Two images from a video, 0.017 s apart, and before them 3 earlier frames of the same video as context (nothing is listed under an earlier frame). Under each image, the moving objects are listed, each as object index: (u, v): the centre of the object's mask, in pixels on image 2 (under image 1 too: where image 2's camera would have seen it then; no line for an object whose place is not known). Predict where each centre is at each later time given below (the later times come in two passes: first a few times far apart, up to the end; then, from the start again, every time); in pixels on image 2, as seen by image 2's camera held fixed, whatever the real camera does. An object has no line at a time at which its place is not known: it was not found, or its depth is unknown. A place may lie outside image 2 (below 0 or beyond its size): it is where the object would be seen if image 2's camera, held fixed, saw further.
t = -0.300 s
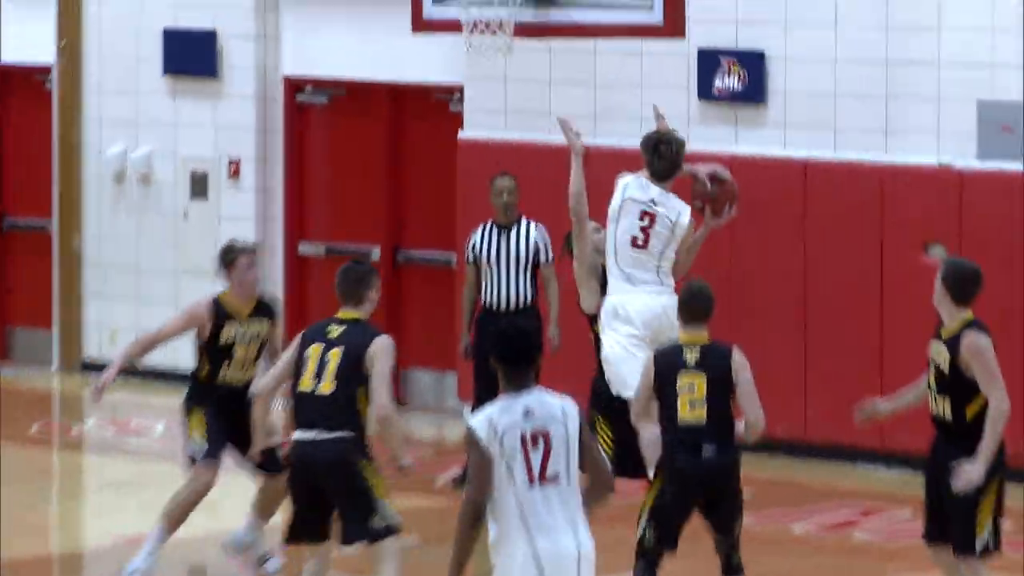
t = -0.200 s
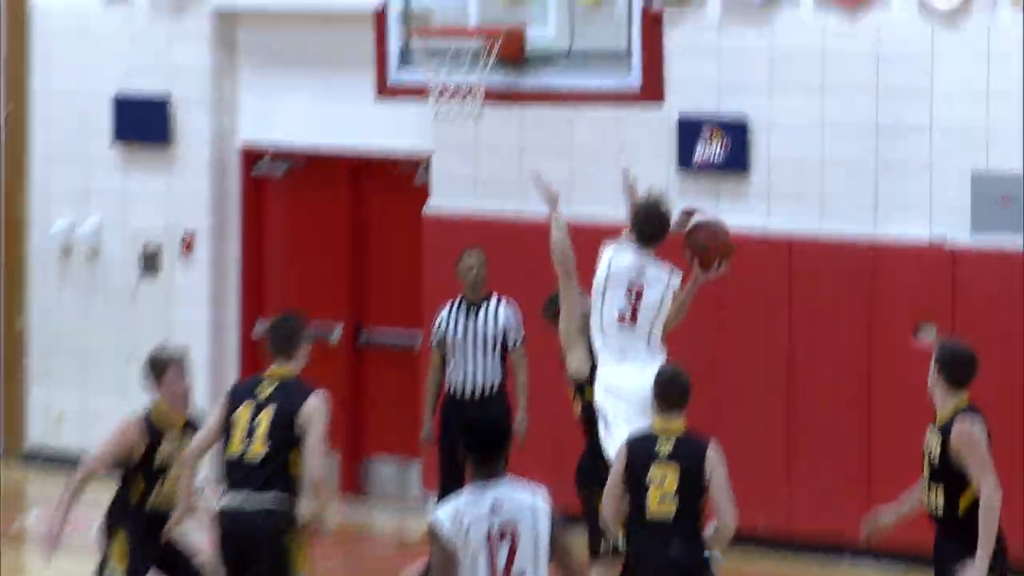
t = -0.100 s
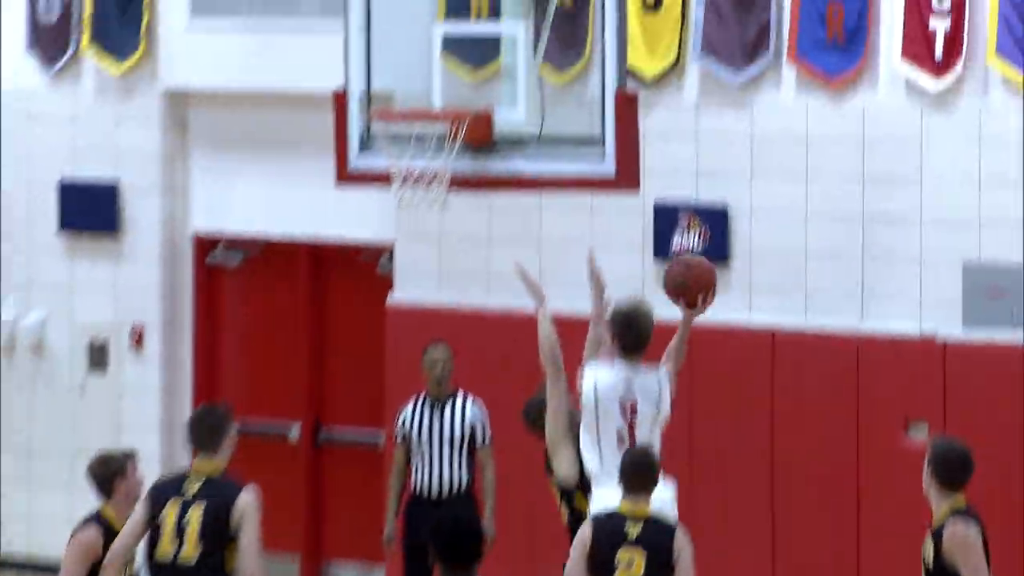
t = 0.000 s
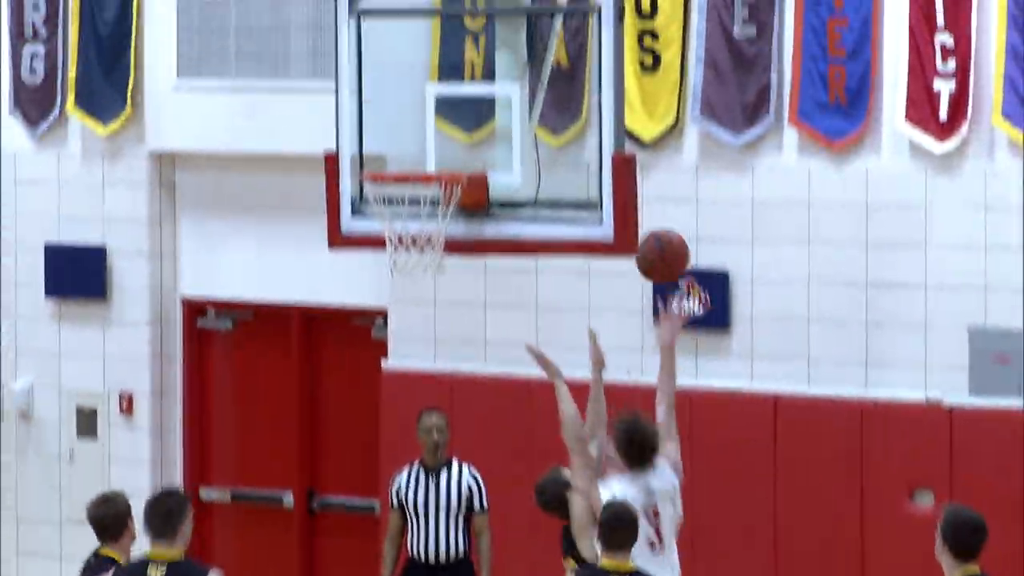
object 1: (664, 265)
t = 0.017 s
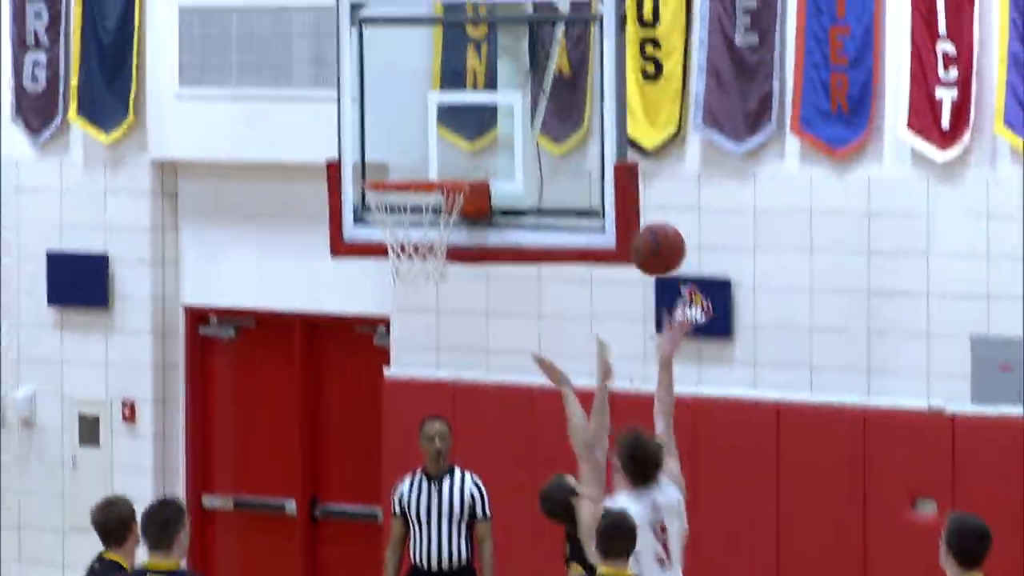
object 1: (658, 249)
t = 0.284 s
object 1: (558, 101)
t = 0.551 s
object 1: (418, 141)
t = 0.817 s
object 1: (460, 215)
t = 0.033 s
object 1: (652, 234)
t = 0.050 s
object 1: (644, 220)
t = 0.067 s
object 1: (639, 208)
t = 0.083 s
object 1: (632, 194)
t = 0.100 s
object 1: (626, 183)
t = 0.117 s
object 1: (619, 173)
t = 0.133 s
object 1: (611, 163)
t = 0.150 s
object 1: (605, 153)
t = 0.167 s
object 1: (599, 145)
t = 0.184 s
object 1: (593, 136)
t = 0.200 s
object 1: (586, 127)
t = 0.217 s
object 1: (580, 121)
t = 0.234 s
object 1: (575, 115)
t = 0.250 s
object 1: (569, 110)
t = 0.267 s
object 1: (563, 105)
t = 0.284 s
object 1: (558, 101)
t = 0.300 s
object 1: (552, 97)
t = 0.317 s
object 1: (544, 96)
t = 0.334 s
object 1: (535, 95)
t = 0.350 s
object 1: (526, 94)
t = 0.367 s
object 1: (517, 95)
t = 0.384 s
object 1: (507, 97)
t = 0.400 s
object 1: (499, 99)
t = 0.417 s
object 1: (490, 102)
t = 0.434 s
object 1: (481, 105)
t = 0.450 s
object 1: (471, 109)
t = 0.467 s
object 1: (462, 112)
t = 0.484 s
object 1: (454, 117)
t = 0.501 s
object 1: (444, 122)
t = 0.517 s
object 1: (436, 128)
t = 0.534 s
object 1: (427, 134)
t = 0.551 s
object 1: (418, 141)
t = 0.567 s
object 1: (409, 148)
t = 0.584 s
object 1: (400, 156)
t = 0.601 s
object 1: (391, 162)
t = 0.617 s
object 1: (386, 167)
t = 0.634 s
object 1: (394, 177)
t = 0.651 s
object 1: (402, 181)
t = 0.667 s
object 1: (411, 188)
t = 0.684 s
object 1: (421, 194)
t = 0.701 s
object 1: (429, 204)
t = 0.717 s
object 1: (438, 208)
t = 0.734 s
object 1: (447, 210)
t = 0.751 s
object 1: (452, 212)
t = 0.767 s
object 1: (455, 213)
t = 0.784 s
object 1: (458, 215)
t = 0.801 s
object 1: (459, 219)
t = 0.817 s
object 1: (460, 215)
